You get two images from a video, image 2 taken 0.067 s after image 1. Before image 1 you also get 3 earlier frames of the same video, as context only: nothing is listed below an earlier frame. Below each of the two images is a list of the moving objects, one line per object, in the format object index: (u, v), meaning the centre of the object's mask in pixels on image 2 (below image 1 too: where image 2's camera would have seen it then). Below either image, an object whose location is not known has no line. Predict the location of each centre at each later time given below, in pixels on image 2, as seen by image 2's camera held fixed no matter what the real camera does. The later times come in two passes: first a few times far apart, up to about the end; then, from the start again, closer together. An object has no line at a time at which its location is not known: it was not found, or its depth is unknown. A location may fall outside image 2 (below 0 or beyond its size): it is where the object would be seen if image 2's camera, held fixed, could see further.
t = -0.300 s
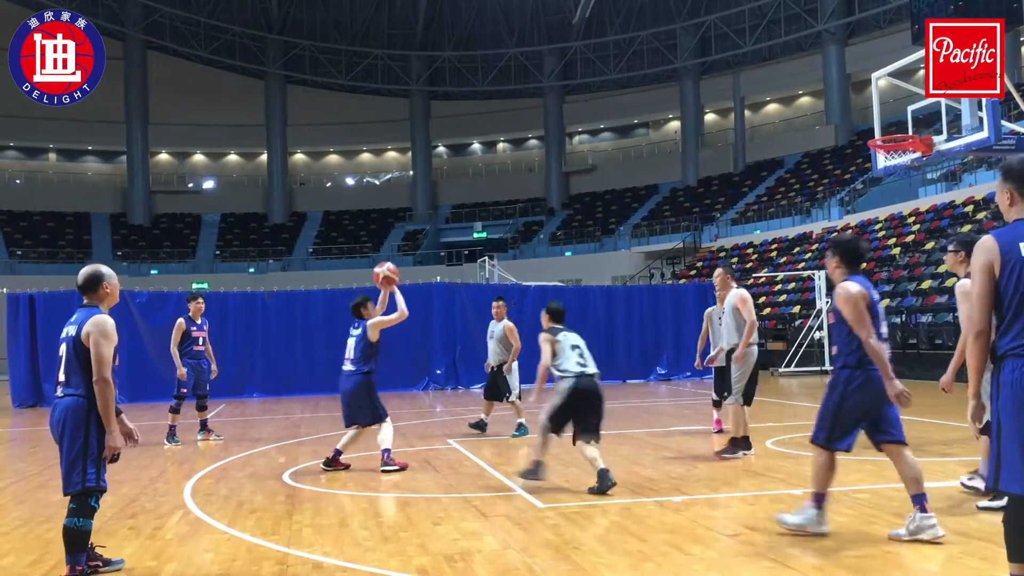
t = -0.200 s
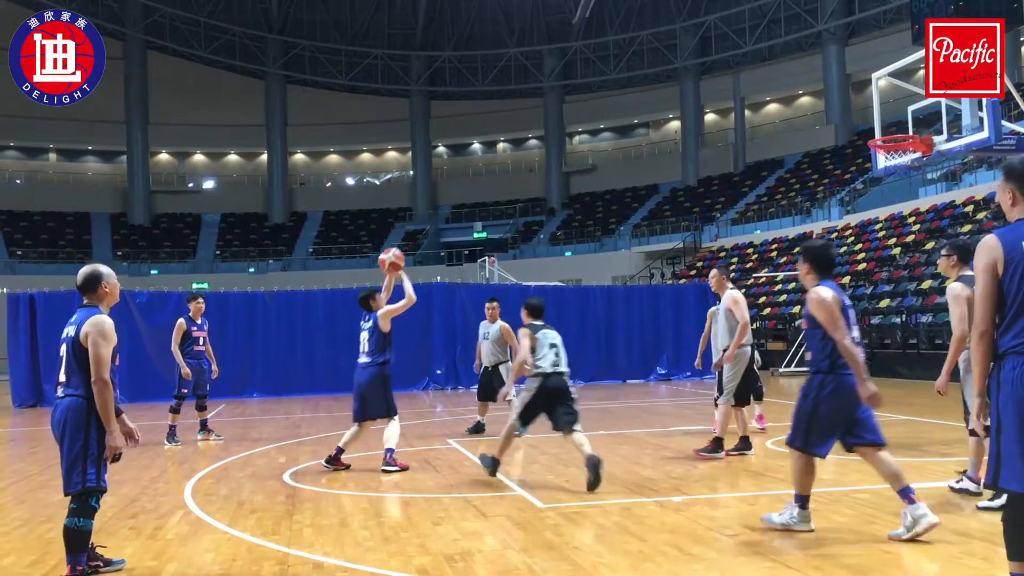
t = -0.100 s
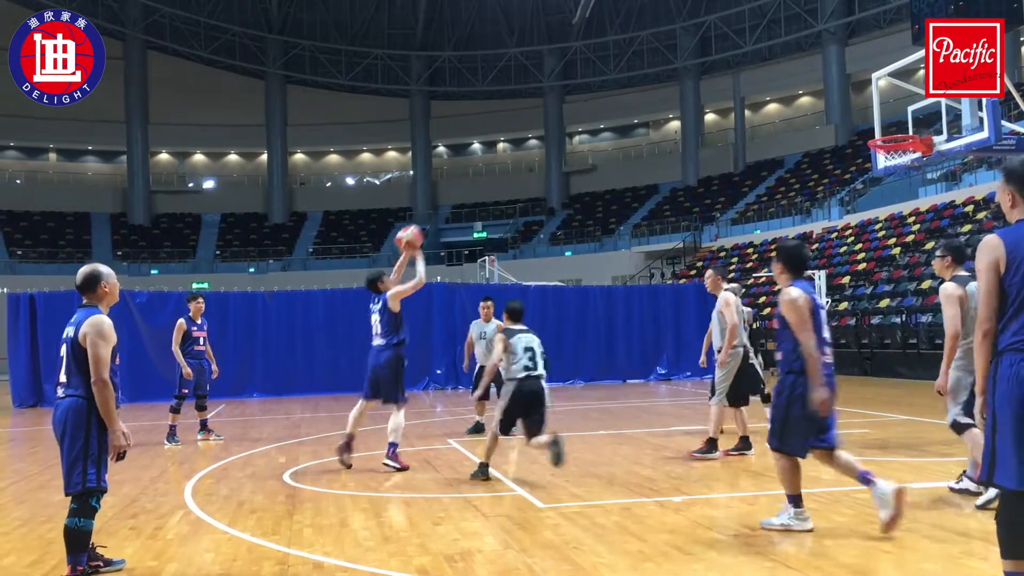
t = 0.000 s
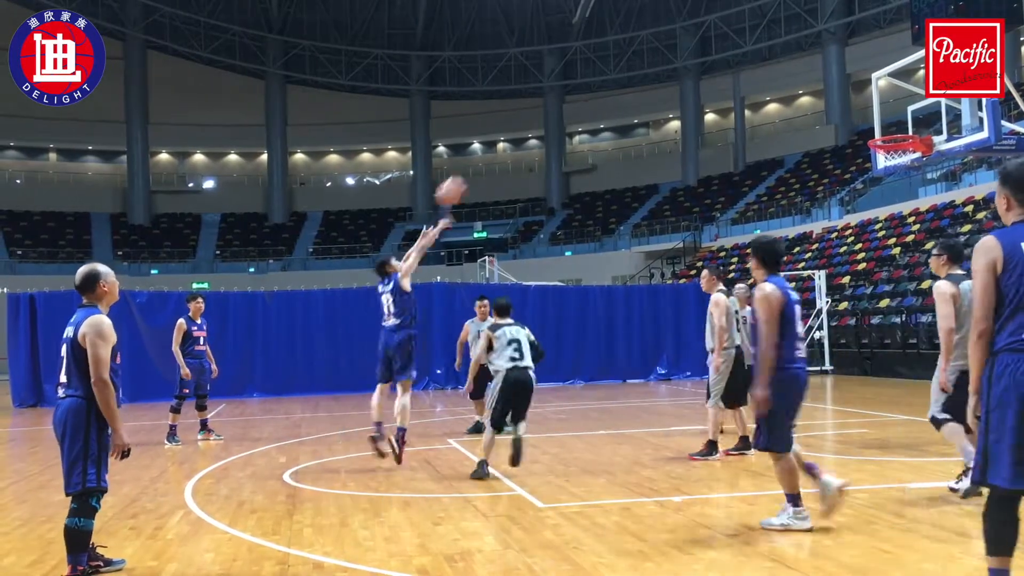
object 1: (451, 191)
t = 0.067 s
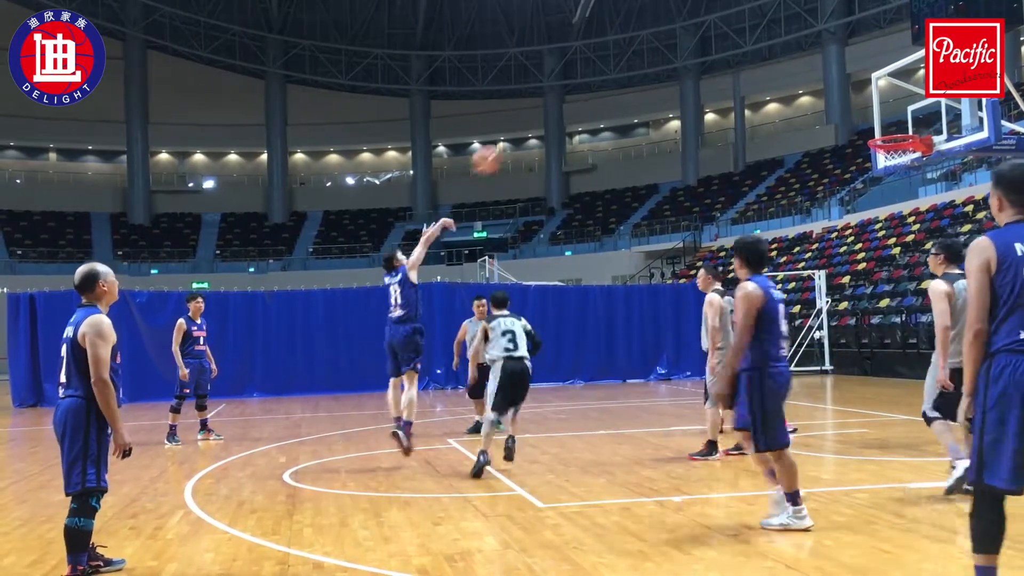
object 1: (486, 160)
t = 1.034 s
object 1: (887, 159)
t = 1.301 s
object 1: (858, 193)
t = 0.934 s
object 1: (899, 148)
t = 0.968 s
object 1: (895, 157)
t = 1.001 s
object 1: (892, 158)
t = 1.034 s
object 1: (887, 159)
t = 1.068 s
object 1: (884, 160)
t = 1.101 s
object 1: (880, 161)
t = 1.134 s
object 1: (876, 165)
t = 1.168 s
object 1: (873, 167)
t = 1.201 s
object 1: (868, 173)
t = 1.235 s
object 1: (864, 178)
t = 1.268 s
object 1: (861, 185)
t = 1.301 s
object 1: (858, 193)
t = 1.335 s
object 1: (853, 202)
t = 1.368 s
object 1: (851, 211)
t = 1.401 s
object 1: (847, 225)
